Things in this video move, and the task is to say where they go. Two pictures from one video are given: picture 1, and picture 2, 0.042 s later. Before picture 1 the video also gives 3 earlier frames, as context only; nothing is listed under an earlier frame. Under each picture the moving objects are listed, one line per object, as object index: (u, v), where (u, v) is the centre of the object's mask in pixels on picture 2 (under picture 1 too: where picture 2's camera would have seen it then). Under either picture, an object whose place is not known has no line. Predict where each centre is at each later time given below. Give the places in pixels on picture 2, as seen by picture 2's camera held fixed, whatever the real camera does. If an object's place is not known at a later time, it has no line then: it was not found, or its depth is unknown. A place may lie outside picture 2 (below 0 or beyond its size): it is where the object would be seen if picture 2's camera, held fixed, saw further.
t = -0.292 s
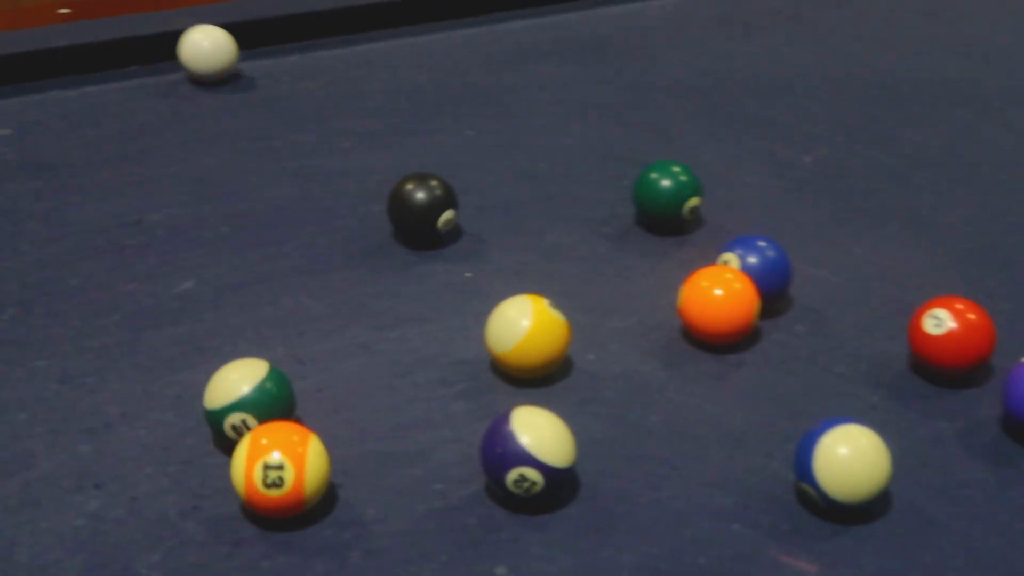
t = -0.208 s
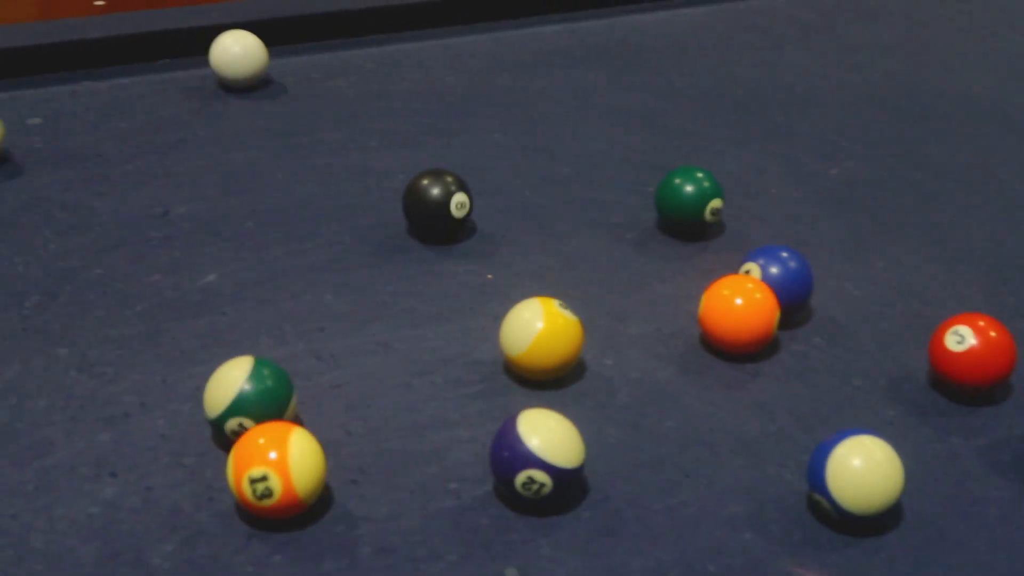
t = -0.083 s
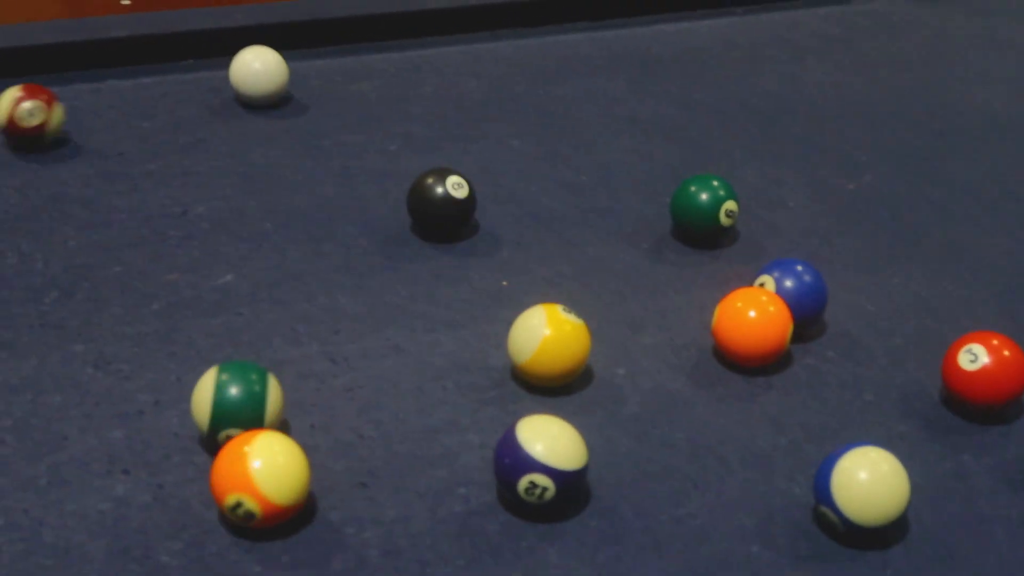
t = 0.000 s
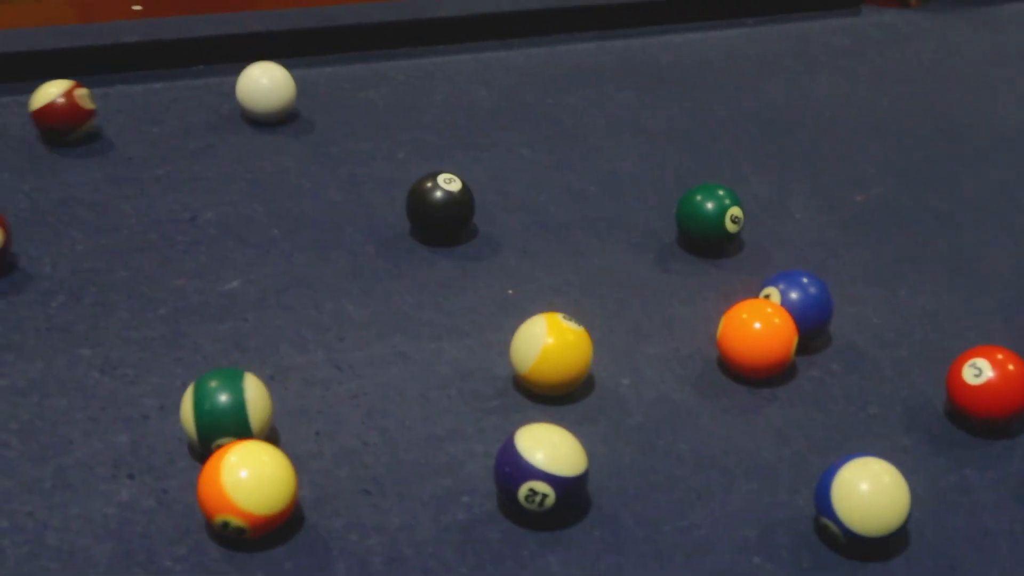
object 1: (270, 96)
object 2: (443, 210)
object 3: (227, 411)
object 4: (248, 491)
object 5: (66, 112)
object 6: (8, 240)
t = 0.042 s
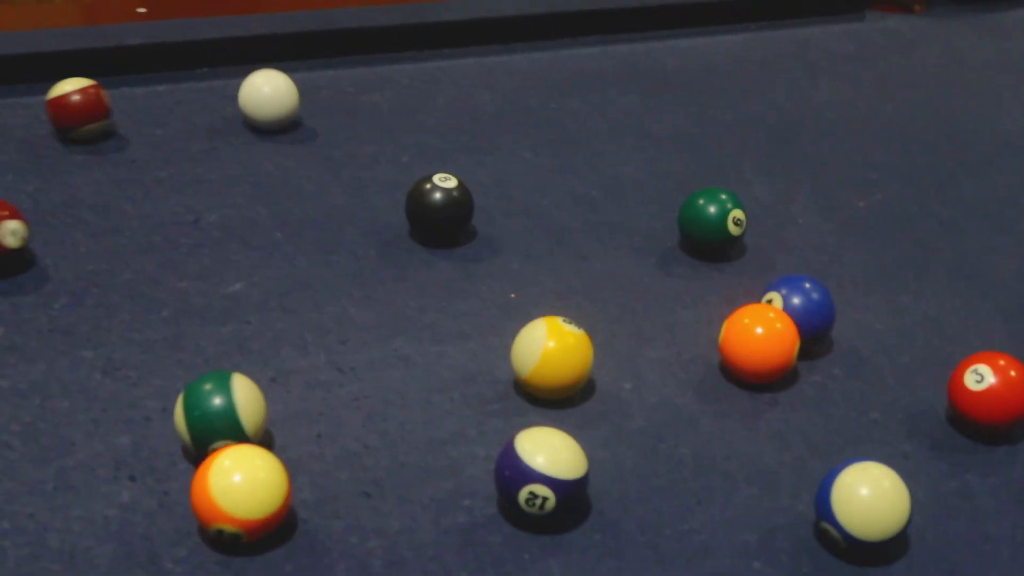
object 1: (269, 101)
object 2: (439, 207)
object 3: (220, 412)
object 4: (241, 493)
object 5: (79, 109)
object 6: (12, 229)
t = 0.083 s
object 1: (268, 105)
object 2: (436, 205)
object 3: (213, 413)
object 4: (233, 495)
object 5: (90, 104)
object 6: (17, 225)
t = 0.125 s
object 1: (267, 110)
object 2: (433, 203)
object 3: (206, 413)
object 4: (225, 496)
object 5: (100, 100)
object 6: (22, 223)
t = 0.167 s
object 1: (266, 115)
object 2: (430, 201)
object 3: (199, 413)
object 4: (218, 496)
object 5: (111, 96)
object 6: (32, 218)
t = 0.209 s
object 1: (265, 119)
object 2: (427, 199)
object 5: (121, 92)
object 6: (45, 214)
